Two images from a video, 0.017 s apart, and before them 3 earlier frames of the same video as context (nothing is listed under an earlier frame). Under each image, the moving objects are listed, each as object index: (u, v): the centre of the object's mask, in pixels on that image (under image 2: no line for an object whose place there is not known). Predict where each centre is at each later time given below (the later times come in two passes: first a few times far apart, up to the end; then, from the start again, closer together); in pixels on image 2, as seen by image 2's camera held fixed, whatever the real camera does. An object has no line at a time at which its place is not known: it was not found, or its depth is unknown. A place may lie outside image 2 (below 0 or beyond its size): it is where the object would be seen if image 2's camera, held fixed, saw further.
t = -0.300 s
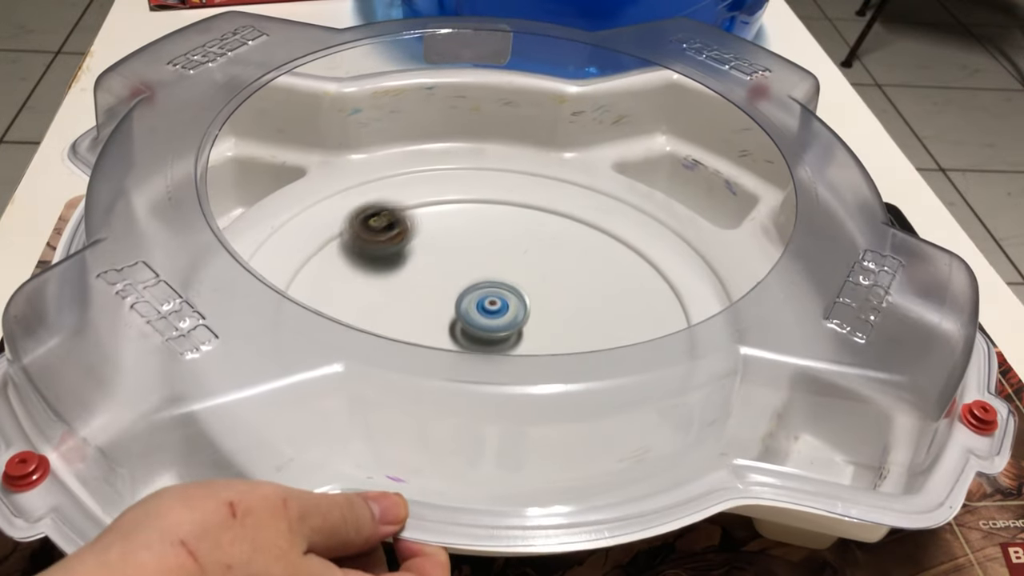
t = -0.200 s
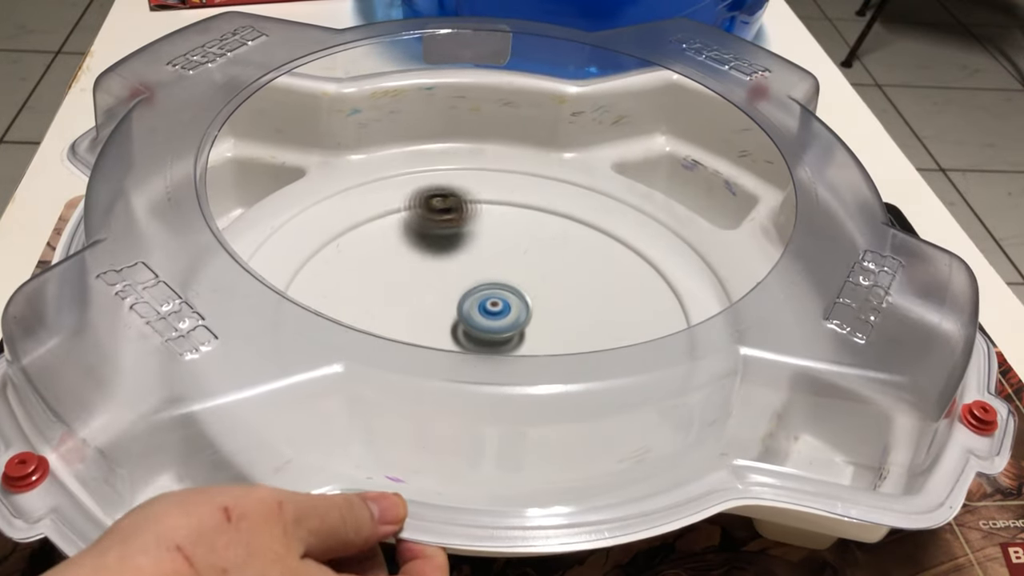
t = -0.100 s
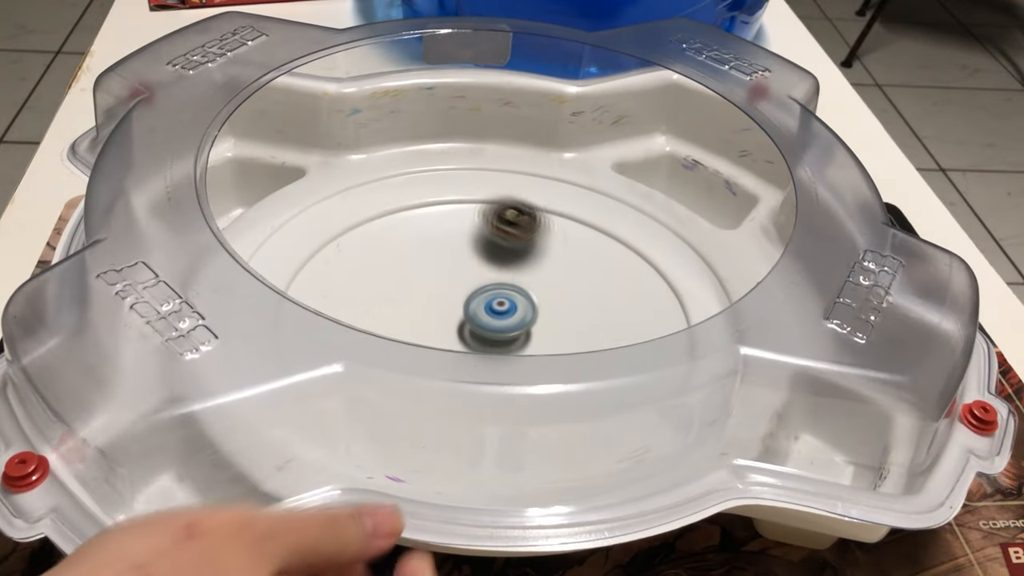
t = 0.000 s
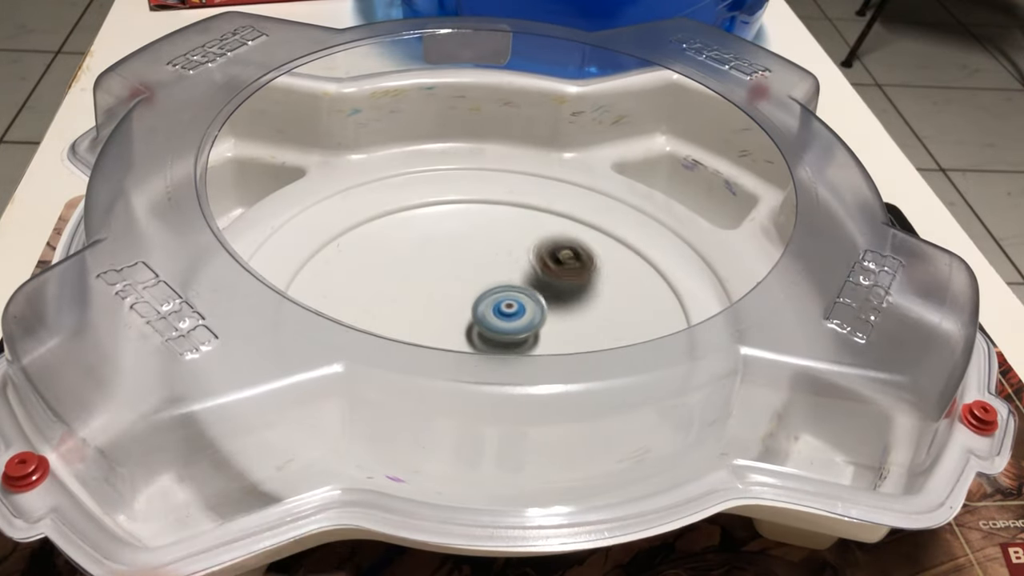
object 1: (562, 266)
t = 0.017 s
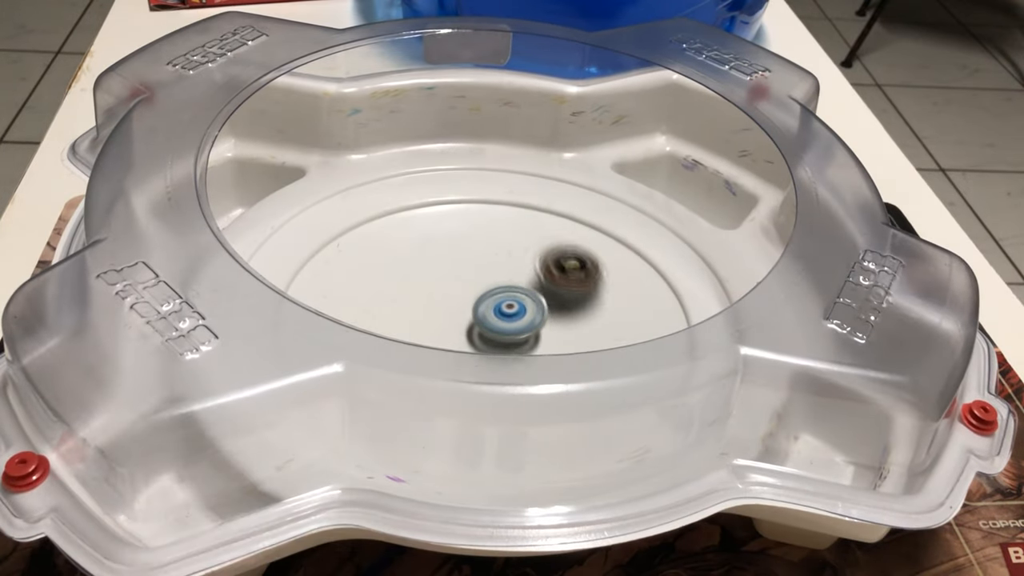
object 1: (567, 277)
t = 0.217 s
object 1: (653, 324)
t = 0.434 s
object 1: (566, 428)
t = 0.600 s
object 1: (563, 402)
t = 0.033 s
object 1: (572, 286)
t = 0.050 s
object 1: (575, 295)
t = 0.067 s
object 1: (581, 303)
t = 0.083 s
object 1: (594, 306)
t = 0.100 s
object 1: (609, 311)
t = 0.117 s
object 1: (621, 313)
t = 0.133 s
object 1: (631, 316)
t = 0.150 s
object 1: (640, 317)
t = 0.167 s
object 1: (646, 318)
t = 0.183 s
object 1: (650, 321)
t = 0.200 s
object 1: (653, 322)
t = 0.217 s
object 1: (653, 324)
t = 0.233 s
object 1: (652, 328)
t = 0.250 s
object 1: (649, 331)
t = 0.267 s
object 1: (646, 335)
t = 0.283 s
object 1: (643, 351)
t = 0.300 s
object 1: (644, 379)
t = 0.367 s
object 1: (613, 408)
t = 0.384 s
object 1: (603, 415)
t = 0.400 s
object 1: (591, 420)
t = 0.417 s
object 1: (579, 425)
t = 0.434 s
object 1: (566, 428)
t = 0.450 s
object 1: (553, 430)
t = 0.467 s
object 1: (540, 433)
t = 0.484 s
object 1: (532, 433)
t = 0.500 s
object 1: (536, 430)
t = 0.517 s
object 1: (543, 427)
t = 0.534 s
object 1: (551, 424)
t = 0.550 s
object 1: (557, 421)
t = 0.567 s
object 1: (560, 412)
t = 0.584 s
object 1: (562, 407)
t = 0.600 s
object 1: (563, 402)
